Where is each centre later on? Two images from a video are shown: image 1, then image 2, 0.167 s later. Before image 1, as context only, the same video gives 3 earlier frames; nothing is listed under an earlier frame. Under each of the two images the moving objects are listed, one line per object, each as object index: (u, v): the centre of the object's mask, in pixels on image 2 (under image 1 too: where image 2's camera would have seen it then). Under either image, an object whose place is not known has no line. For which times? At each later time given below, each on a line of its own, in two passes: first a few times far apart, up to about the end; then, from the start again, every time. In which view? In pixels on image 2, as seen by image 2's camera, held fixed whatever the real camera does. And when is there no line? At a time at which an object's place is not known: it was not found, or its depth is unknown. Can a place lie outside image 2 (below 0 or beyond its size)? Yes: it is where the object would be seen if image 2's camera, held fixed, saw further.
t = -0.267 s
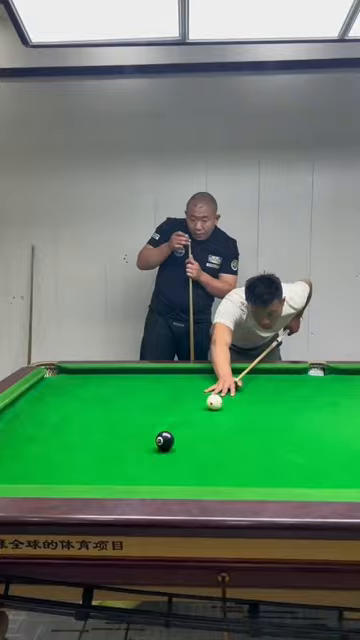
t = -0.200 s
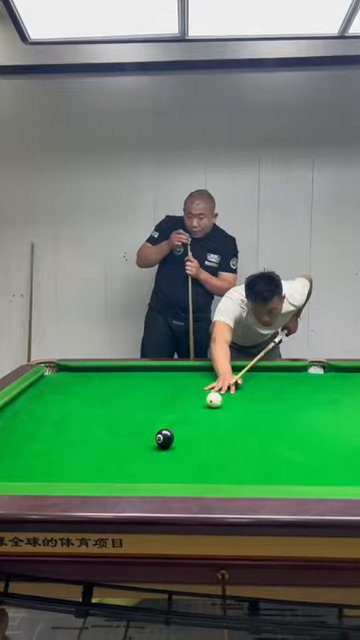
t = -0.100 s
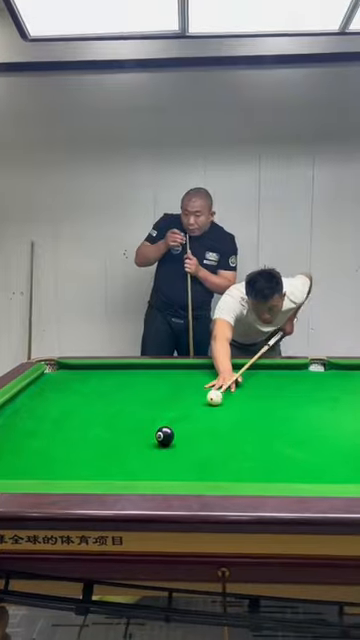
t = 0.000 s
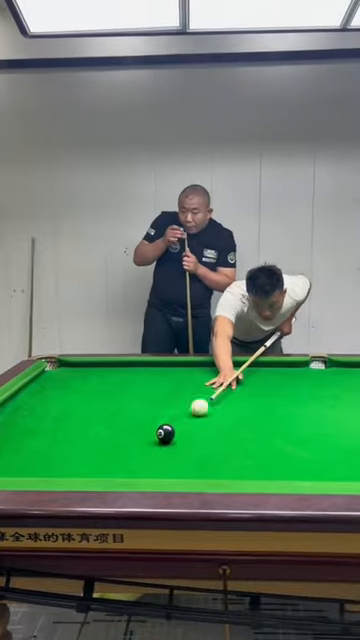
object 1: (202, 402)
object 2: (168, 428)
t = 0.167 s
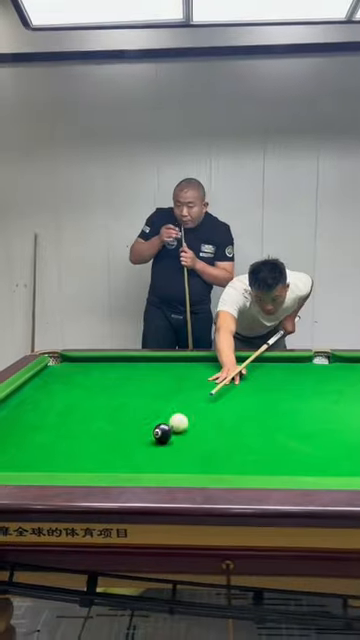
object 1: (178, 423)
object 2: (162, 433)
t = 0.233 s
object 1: (178, 424)
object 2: (148, 443)
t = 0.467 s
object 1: (172, 434)
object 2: (102, 467)
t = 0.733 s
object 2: (91, 445)
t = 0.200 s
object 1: (179, 423)
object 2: (155, 438)
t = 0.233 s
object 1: (178, 424)
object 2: (148, 443)
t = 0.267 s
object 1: (178, 425)
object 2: (142, 446)
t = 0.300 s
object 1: (177, 427)
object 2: (135, 451)
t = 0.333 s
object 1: (176, 428)
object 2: (129, 456)
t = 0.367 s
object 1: (175, 430)
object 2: (123, 459)
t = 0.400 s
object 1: (174, 431)
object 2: (116, 463)
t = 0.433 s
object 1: (173, 433)
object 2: (109, 465)
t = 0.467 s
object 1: (172, 434)
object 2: (102, 467)
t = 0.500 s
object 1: (171, 435)
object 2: (100, 466)
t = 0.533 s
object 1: (170, 437)
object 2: (99, 464)
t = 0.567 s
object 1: (169, 438)
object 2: (98, 461)
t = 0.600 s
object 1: (168, 440)
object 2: (96, 458)
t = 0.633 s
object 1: (167, 441)
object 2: (95, 455)
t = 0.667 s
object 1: (166, 443)
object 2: (93, 452)
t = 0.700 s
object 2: (92, 448)
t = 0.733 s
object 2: (91, 445)
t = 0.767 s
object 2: (90, 443)
